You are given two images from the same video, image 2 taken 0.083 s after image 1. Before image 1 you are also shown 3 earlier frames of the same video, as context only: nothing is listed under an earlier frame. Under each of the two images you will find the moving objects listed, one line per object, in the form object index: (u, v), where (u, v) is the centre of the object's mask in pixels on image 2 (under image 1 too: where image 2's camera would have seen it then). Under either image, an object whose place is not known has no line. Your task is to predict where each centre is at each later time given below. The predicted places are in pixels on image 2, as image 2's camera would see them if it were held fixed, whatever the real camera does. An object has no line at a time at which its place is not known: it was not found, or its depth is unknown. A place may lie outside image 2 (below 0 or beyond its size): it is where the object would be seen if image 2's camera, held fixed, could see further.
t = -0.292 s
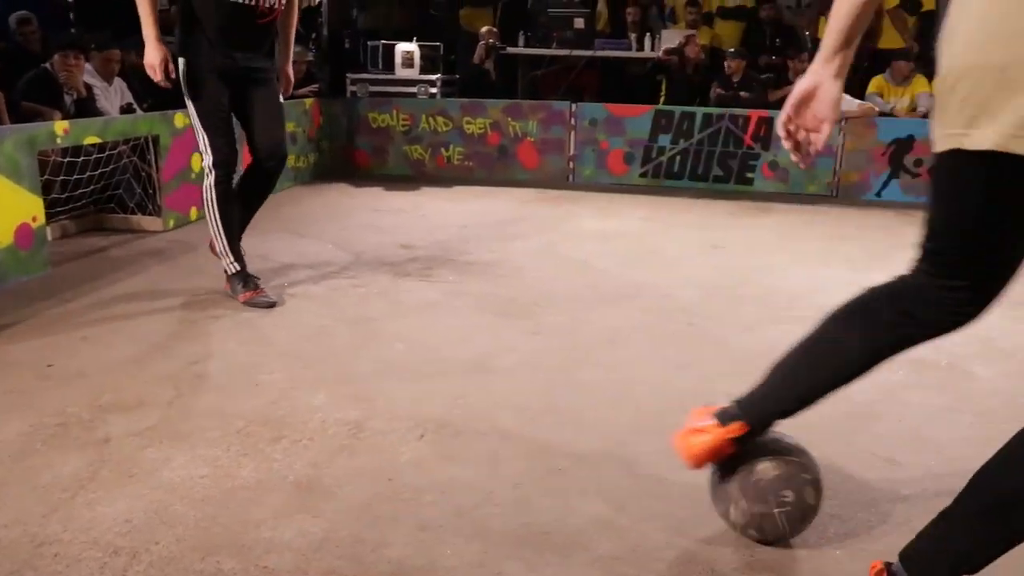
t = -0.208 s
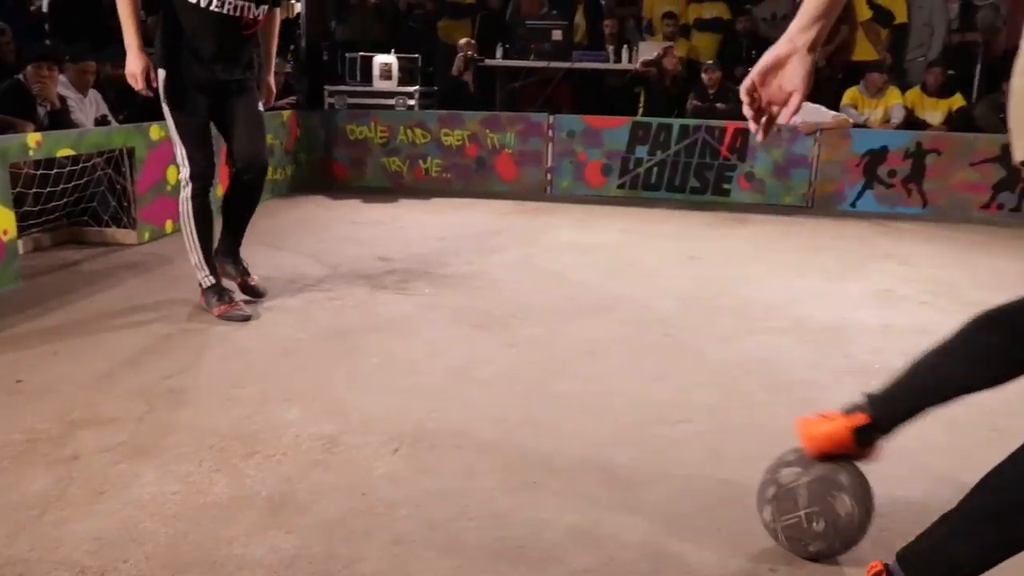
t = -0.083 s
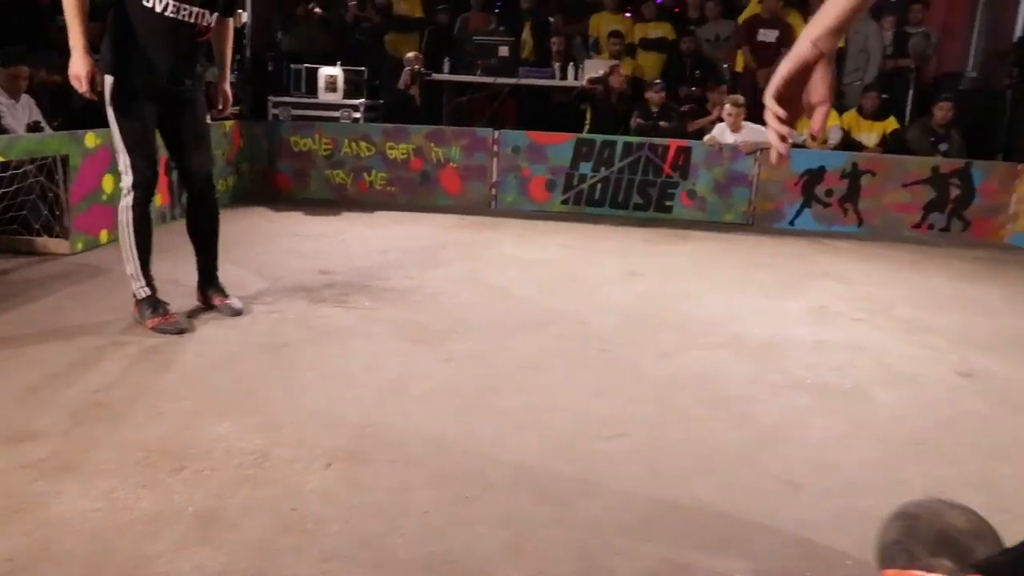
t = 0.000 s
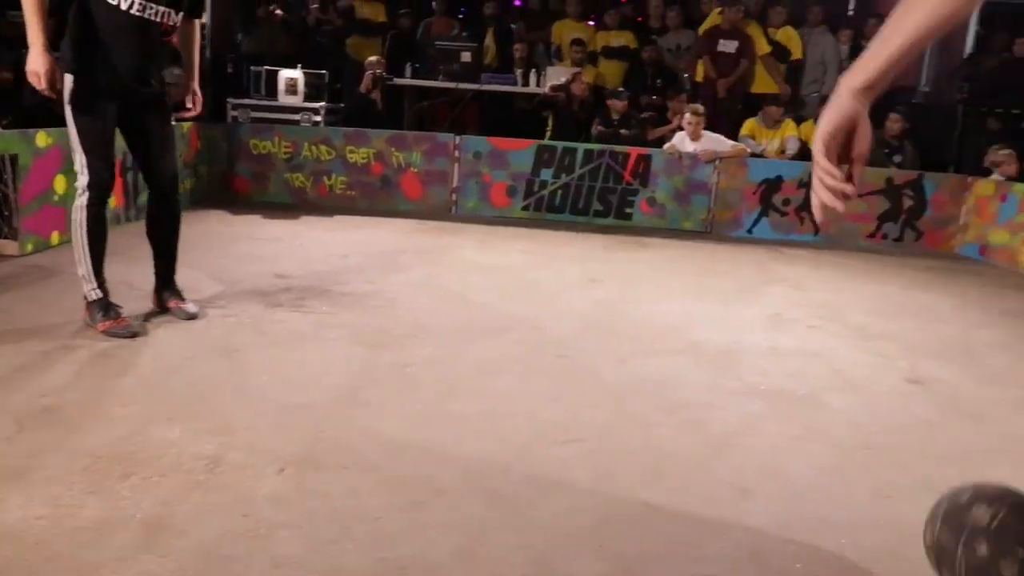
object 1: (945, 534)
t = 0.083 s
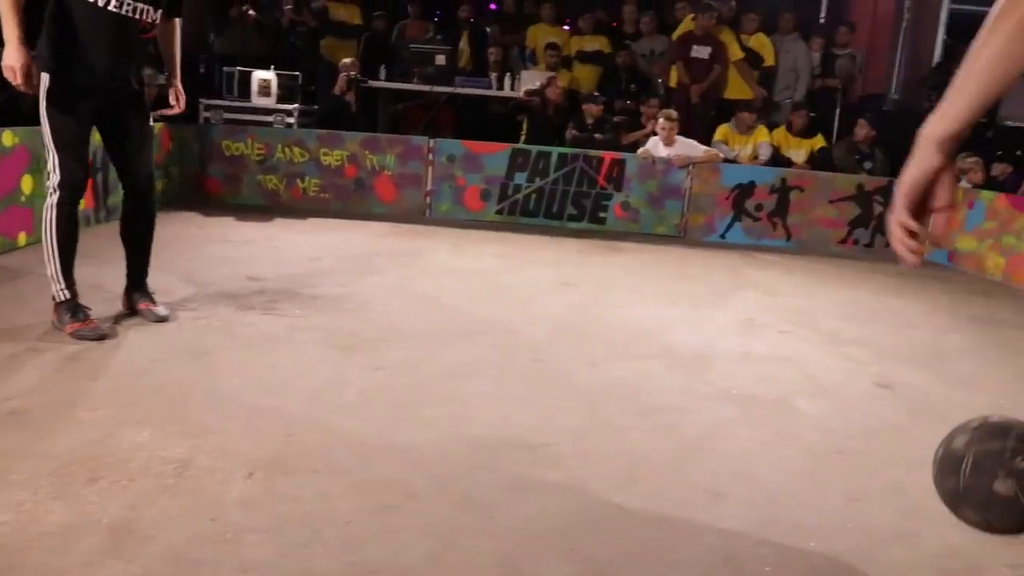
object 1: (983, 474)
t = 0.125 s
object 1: (999, 455)
